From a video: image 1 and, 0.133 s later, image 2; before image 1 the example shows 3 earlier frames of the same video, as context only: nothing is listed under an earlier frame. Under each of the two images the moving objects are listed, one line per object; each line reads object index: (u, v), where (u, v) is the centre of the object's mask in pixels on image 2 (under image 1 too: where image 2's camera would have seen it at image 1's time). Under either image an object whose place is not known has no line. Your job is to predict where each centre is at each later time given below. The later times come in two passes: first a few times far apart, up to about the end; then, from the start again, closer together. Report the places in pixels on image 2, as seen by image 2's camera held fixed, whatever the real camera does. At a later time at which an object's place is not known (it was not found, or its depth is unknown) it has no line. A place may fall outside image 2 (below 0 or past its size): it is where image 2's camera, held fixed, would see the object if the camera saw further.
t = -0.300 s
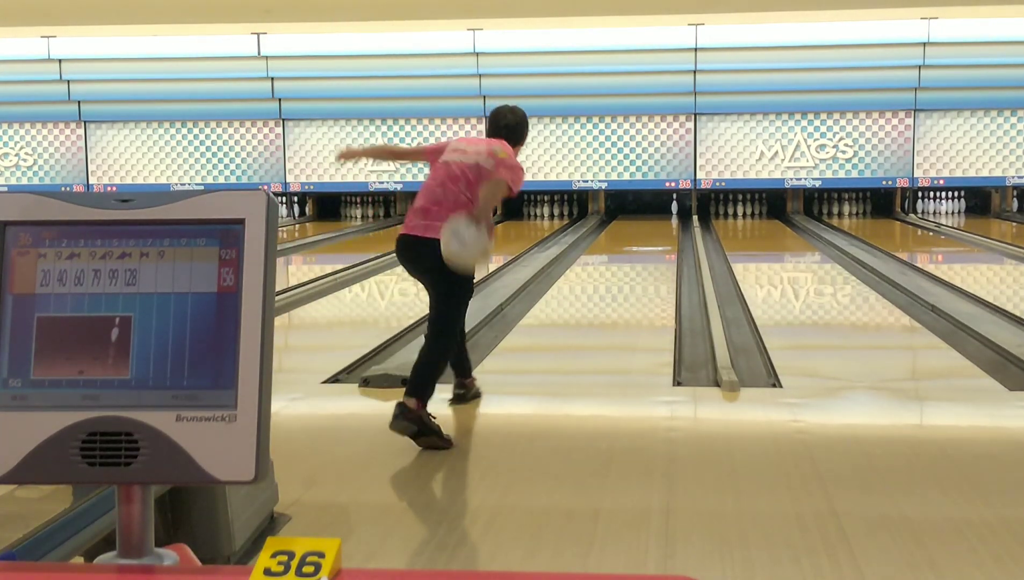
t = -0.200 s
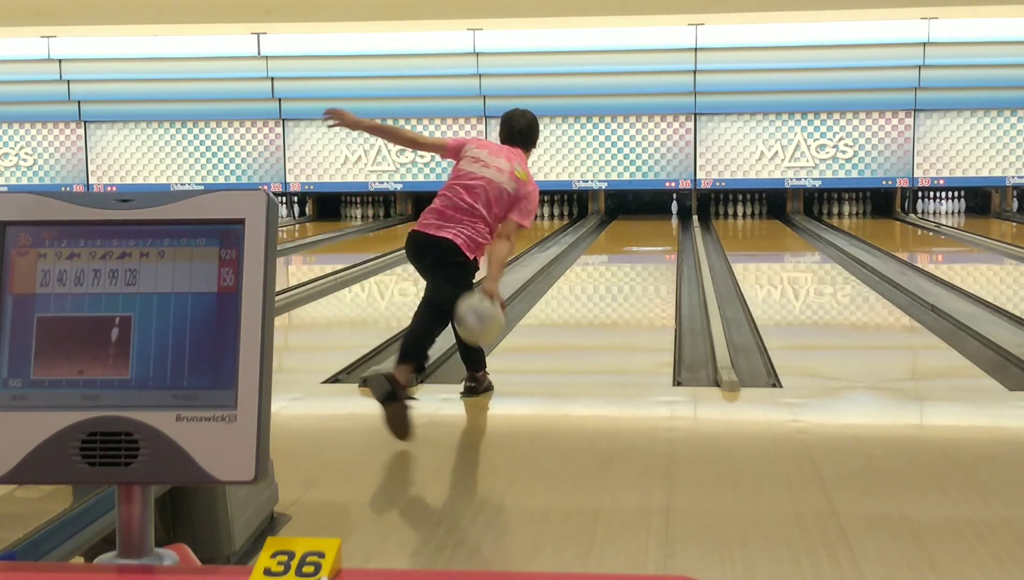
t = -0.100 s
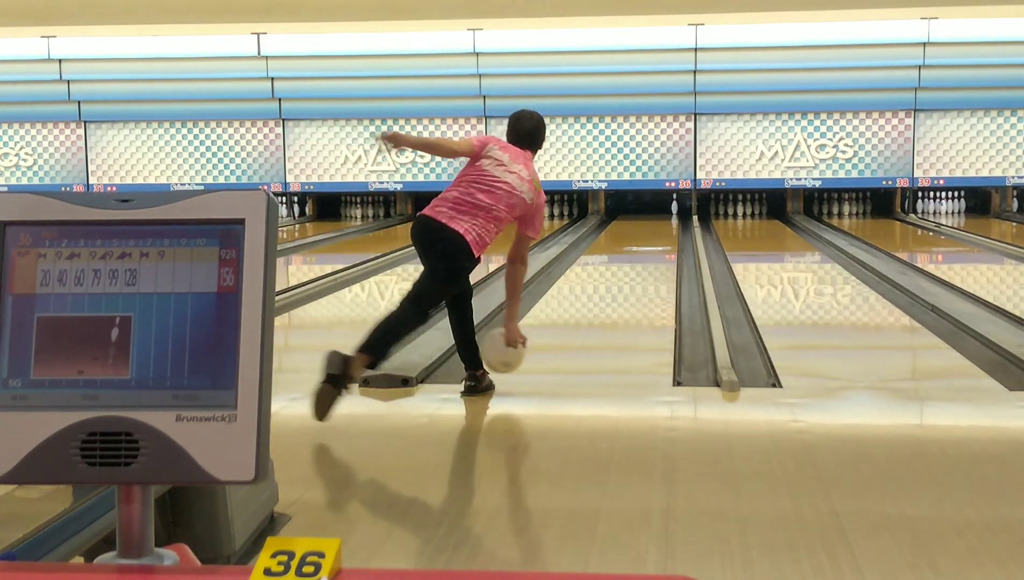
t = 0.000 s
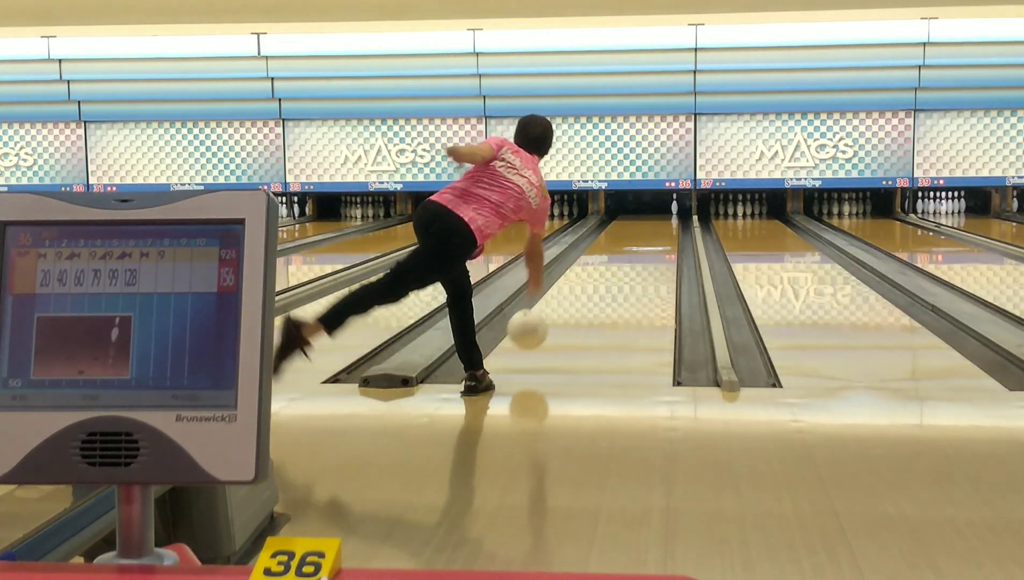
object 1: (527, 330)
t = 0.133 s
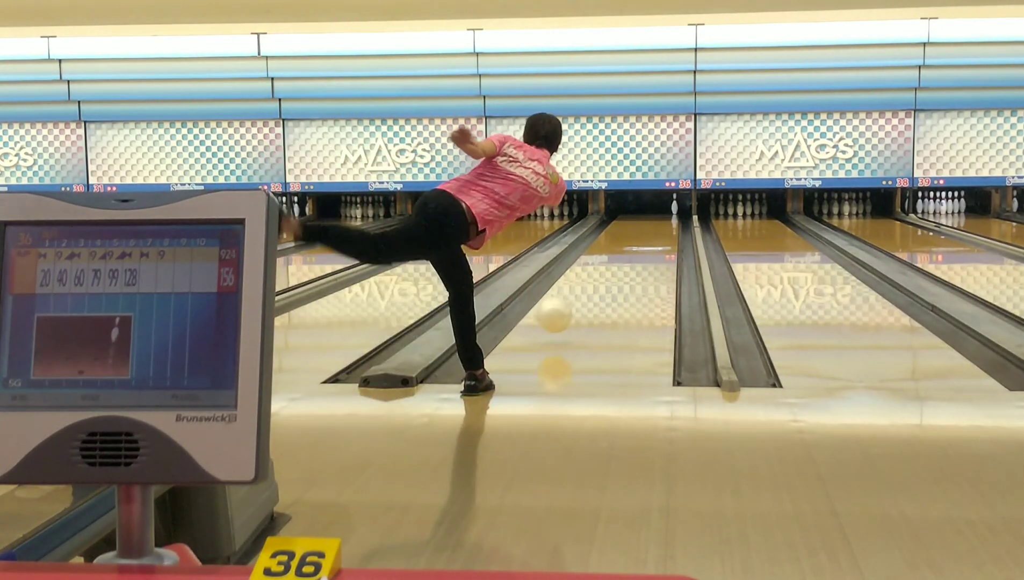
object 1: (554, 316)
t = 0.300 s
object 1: (580, 305)
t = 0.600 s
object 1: (611, 276)
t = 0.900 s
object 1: (633, 256)
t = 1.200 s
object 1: (648, 242)
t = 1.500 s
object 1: (660, 231)
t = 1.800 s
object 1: (668, 222)
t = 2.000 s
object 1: (672, 218)
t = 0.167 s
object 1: (560, 316)
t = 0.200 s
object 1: (564, 318)
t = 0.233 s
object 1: (570, 313)
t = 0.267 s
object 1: (575, 309)
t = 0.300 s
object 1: (580, 305)
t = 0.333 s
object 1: (584, 302)
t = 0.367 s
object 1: (588, 298)
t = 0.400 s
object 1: (592, 294)
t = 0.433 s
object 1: (596, 291)
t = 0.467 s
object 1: (598, 288)
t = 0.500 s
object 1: (602, 285)
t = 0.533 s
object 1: (605, 282)
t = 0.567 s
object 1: (608, 278)
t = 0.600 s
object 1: (611, 276)
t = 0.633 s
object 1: (614, 273)
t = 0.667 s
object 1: (617, 271)
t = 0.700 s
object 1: (617, 270)
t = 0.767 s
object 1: (625, 263)
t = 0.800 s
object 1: (627, 261)
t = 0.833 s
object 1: (629, 260)
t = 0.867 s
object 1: (631, 258)
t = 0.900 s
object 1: (633, 256)
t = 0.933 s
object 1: (635, 254)
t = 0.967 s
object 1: (637, 252)
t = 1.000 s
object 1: (639, 251)
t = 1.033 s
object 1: (641, 249)
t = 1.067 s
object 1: (642, 247)
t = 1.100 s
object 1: (644, 246)
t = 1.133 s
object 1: (645, 244)
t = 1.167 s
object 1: (647, 243)
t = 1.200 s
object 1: (648, 242)
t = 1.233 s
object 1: (650, 240)
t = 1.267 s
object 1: (651, 239)
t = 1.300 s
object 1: (653, 238)
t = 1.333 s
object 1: (654, 236)
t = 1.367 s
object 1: (655, 235)
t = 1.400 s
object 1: (656, 234)
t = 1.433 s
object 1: (658, 233)
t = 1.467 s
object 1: (659, 232)
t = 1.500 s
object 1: (660, 231)
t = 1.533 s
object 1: (661, 229)
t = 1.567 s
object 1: (662, 228)
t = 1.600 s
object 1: (663, 228)
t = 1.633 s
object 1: (664, 227)
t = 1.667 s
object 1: (665, 226)
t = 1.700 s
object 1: (666, 225)
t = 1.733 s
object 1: (667, 224)
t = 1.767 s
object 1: (667, 223)
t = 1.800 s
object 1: (668, 222)
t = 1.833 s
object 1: (669, 222)
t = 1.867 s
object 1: (670, 221)
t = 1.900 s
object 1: (670, 220)
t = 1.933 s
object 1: (671, 219)
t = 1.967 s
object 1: (672, 219)
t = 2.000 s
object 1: (672, 218)
